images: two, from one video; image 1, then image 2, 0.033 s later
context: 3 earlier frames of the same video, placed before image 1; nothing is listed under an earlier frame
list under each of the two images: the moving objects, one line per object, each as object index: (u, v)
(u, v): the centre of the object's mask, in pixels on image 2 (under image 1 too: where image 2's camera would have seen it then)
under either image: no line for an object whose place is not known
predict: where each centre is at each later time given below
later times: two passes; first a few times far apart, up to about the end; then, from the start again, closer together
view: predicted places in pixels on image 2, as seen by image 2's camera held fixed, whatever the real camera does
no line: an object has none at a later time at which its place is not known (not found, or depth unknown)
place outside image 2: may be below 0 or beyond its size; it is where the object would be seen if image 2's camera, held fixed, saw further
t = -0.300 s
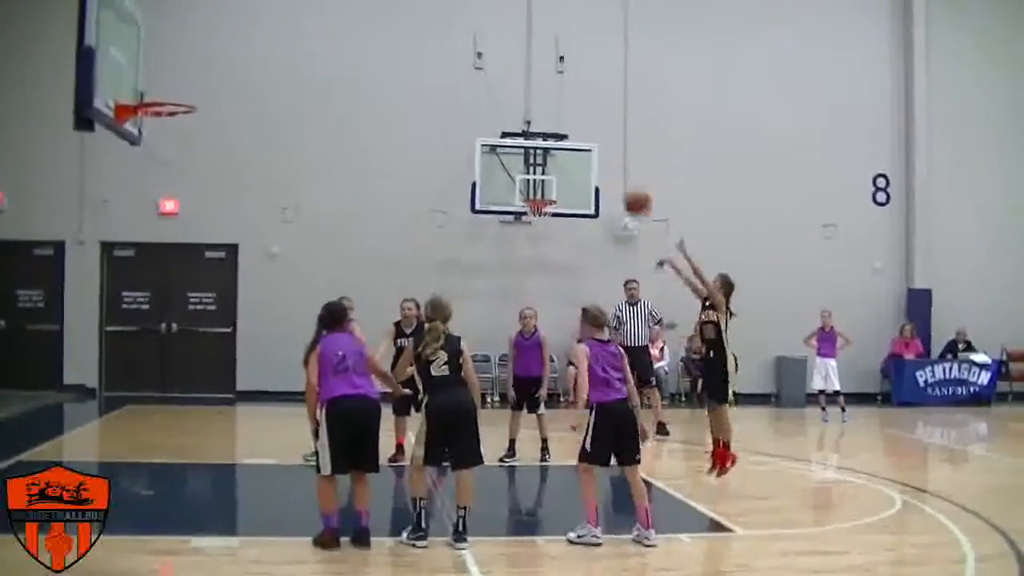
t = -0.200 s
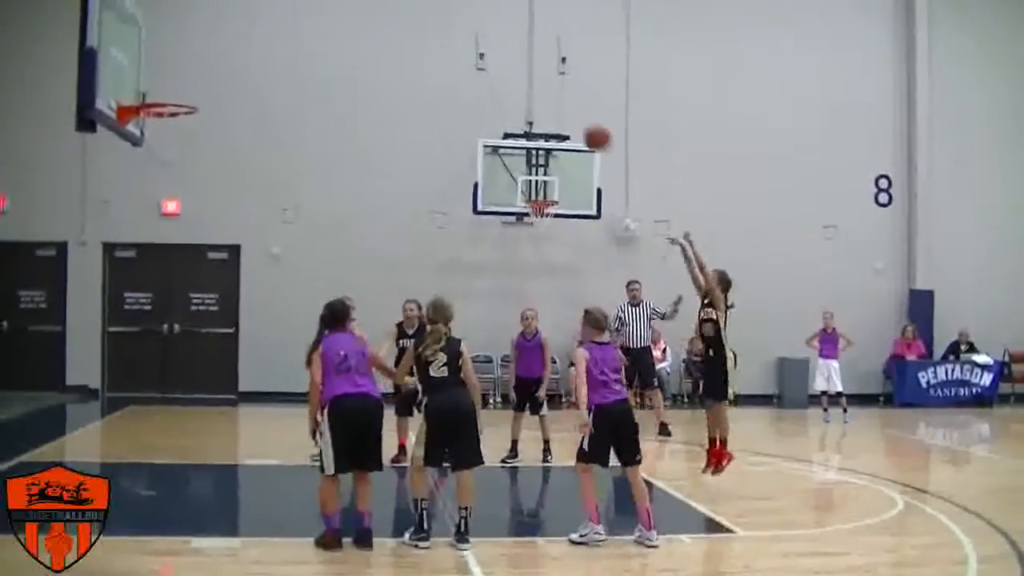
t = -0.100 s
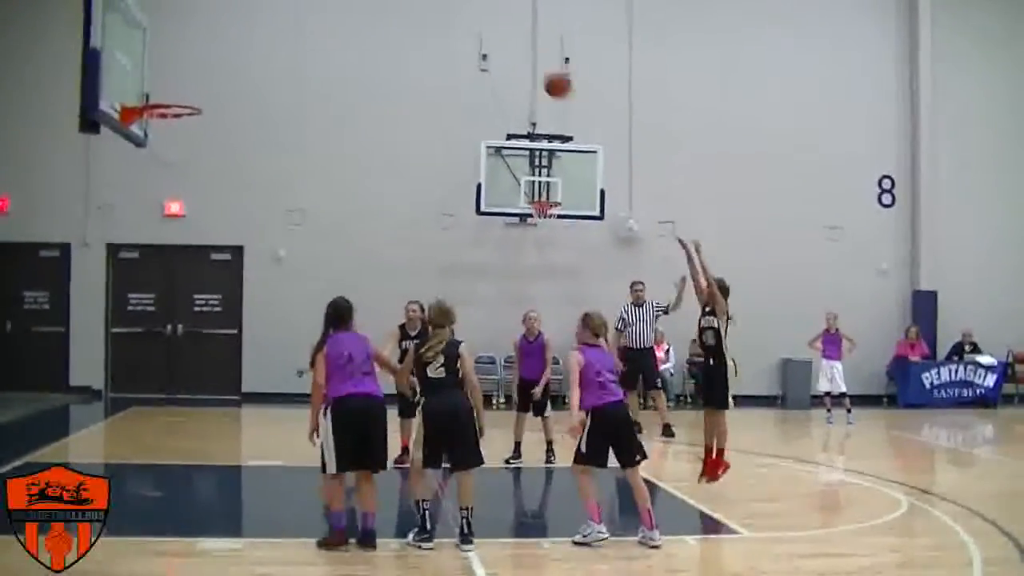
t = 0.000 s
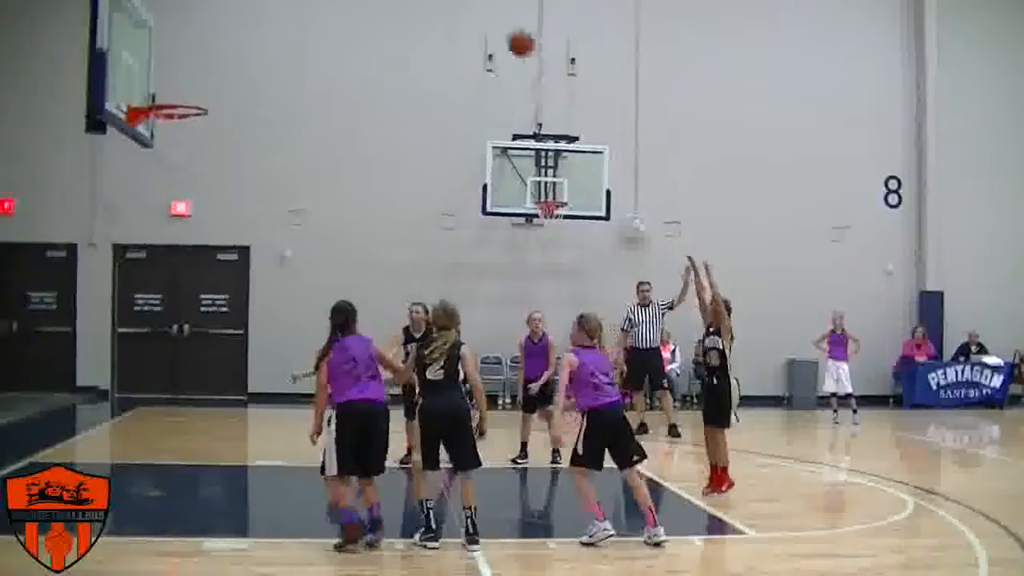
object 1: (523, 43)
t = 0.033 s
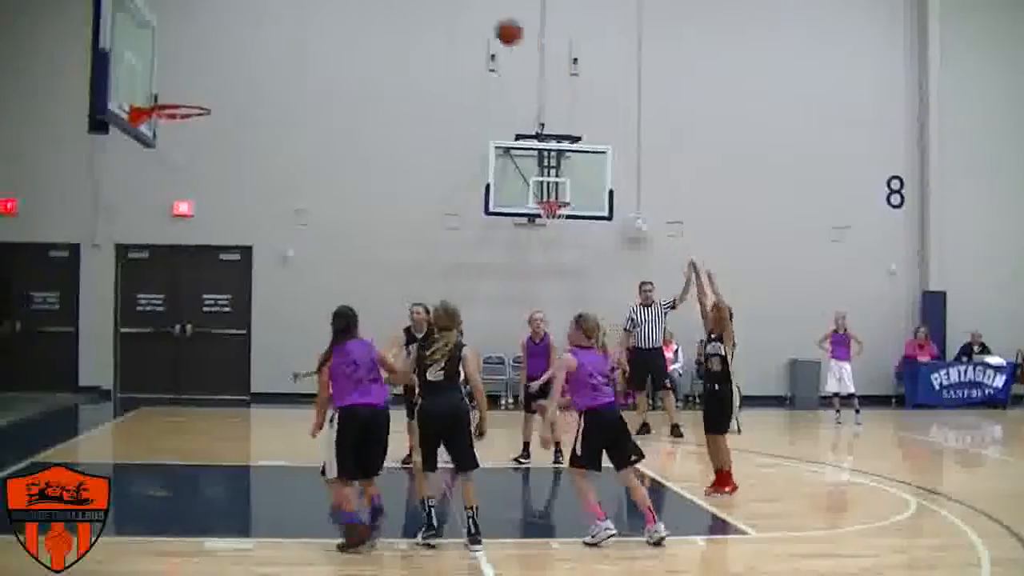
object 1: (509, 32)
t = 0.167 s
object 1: (450, 6)
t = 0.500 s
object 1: (300, 11)
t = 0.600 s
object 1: (257, 38)
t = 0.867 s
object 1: (151, 156)
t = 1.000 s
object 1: (129, 195)
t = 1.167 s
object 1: (98, 276)
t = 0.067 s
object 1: (495, 22)
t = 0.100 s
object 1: (480, 13)
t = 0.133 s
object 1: (466, 8)
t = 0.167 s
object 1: (450, 6)
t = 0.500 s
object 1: (300, 11)
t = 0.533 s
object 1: (287, 17)
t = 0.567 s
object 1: (272, 27)
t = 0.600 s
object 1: (257, 38)
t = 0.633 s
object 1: (242, 51)
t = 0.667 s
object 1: (227, 65)
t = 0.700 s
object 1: (212, 80)
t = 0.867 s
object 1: (151, 156)
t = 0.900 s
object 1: (145, 163)
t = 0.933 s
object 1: (139, 172)
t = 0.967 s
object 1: (134, 183)
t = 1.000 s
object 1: (129, 195)
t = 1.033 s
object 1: (122, 208)
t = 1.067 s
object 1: (115, 222)
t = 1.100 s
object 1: (109, 239)
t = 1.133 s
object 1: (105, 257)
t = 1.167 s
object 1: (98, 276)
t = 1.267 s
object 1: (80, 343)
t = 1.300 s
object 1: (73, 364)
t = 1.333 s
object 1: (63, 392)
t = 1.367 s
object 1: (56, 419)
